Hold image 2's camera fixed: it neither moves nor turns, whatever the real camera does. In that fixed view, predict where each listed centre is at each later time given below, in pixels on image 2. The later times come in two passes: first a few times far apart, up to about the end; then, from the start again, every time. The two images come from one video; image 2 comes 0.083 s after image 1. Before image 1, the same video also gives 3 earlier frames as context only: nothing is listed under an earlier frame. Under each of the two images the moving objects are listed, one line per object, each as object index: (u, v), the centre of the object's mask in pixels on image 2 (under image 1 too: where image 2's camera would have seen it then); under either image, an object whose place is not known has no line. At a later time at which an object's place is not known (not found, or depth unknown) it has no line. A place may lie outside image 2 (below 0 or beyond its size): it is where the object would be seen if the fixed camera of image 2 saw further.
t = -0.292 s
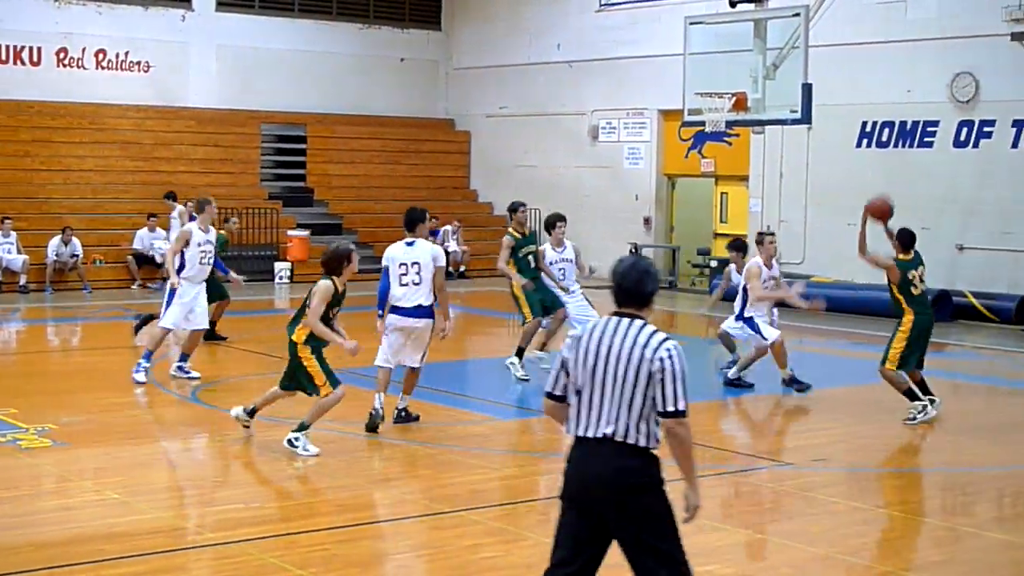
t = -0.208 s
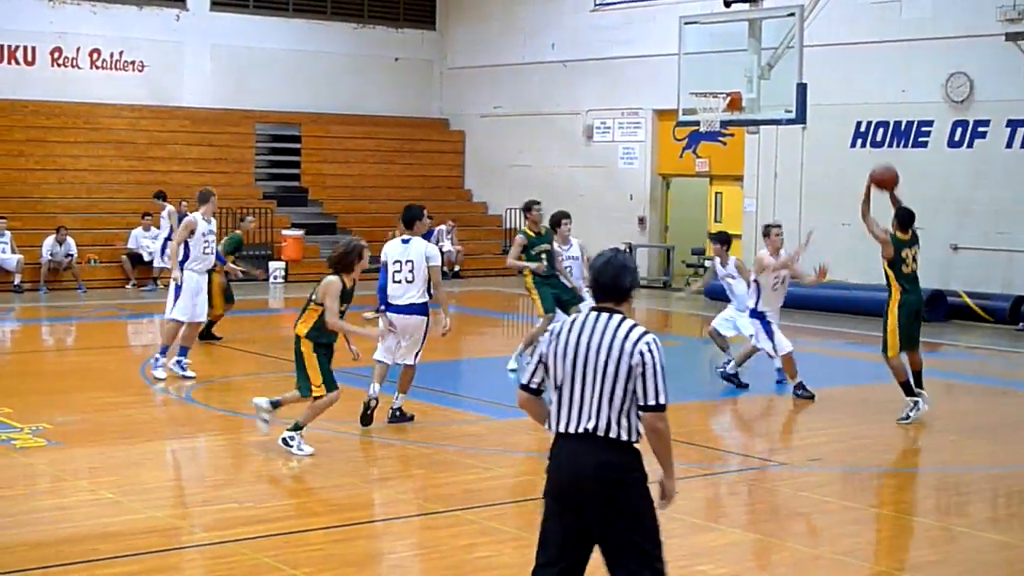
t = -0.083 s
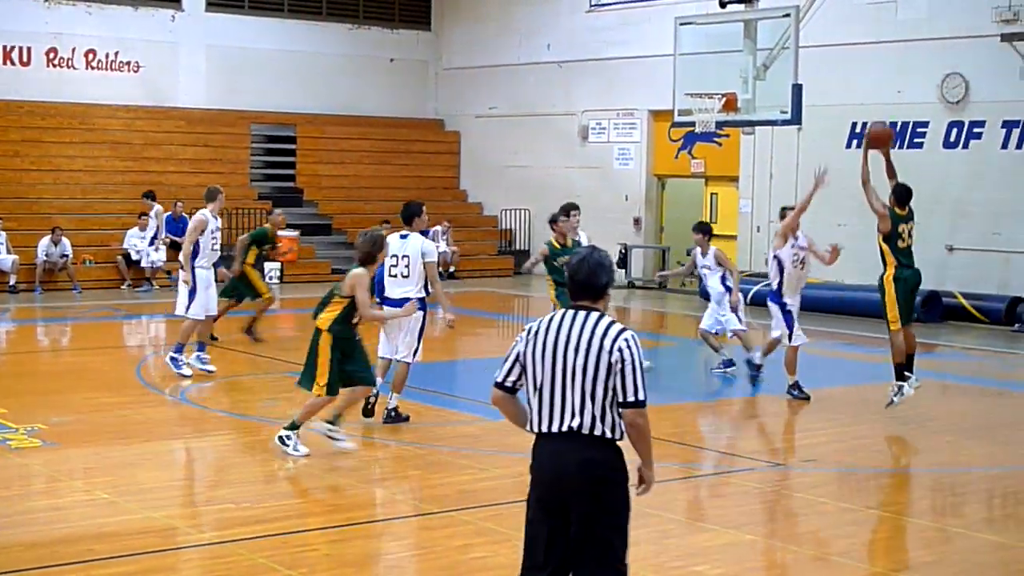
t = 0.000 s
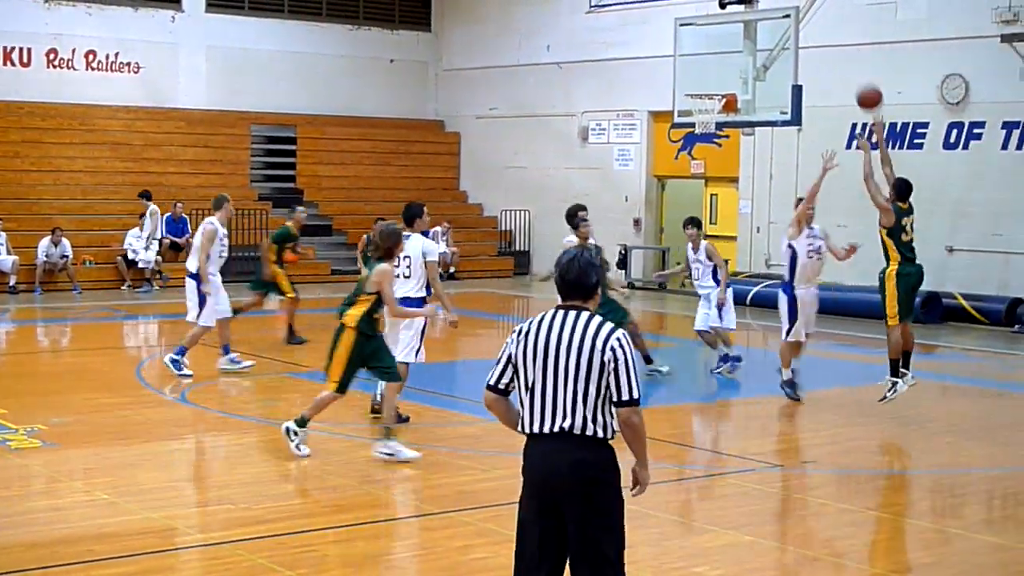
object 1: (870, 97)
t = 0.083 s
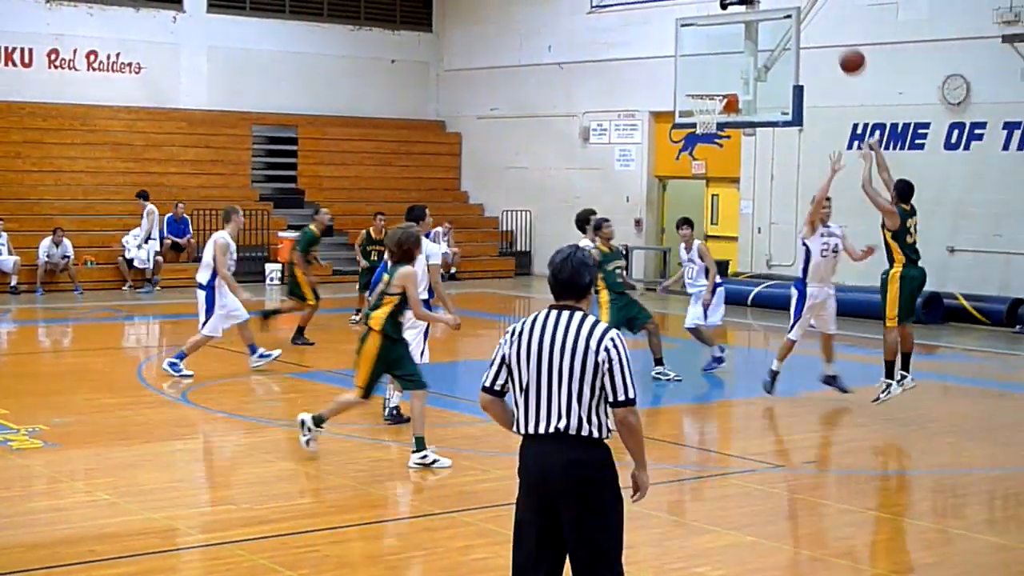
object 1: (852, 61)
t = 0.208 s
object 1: (825, 22)
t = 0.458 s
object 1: (776, 1)
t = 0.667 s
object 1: (738, 25)
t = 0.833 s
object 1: (709, 72)
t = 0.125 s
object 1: (843, 46)
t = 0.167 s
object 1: (834, 33)
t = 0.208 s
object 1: (825, 22)
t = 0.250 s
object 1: (817, 14)
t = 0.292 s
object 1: (808, 7)
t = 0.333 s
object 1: (800, 5)
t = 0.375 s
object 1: (792, 2)
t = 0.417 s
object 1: (784, 1)
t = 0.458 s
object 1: (776, 1)
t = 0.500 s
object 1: (768, 1)
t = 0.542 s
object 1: (761, 5)
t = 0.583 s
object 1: (753, 10)
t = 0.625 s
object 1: (746, 17)
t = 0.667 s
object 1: (738, 25)
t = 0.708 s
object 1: (731, 35)
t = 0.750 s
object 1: (723, 46)
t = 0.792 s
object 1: (716, 58)
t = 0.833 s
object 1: (709, 72)
